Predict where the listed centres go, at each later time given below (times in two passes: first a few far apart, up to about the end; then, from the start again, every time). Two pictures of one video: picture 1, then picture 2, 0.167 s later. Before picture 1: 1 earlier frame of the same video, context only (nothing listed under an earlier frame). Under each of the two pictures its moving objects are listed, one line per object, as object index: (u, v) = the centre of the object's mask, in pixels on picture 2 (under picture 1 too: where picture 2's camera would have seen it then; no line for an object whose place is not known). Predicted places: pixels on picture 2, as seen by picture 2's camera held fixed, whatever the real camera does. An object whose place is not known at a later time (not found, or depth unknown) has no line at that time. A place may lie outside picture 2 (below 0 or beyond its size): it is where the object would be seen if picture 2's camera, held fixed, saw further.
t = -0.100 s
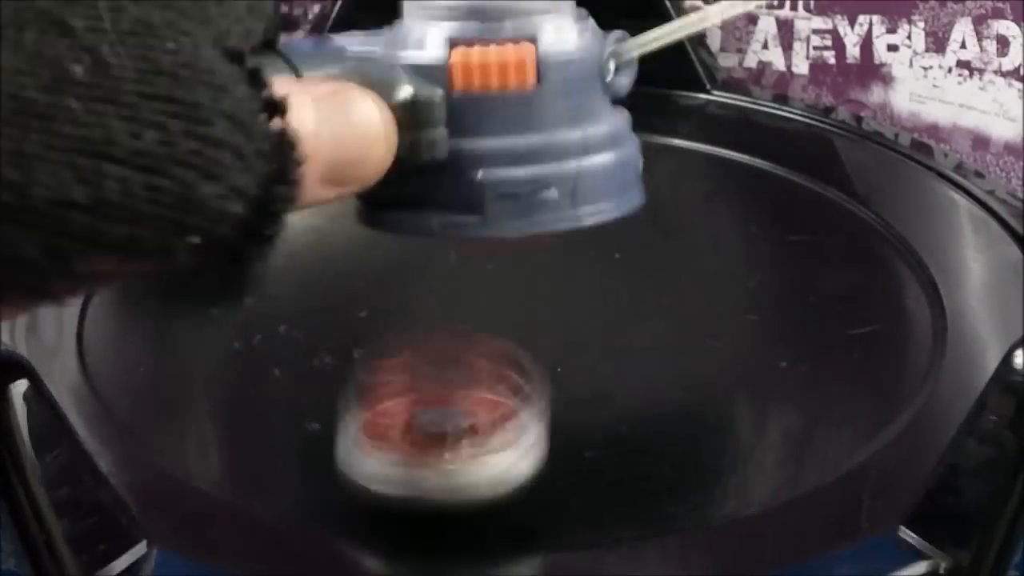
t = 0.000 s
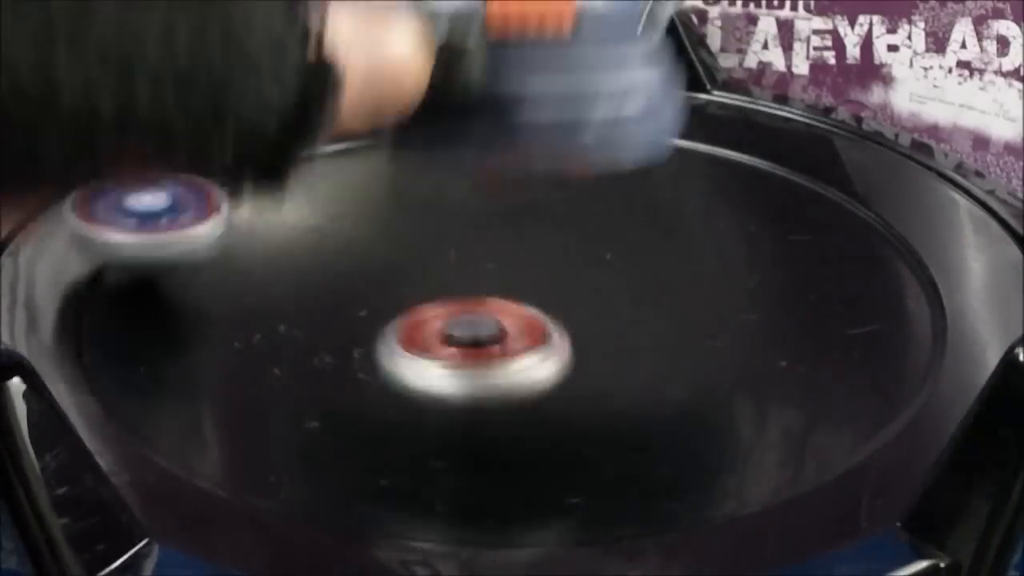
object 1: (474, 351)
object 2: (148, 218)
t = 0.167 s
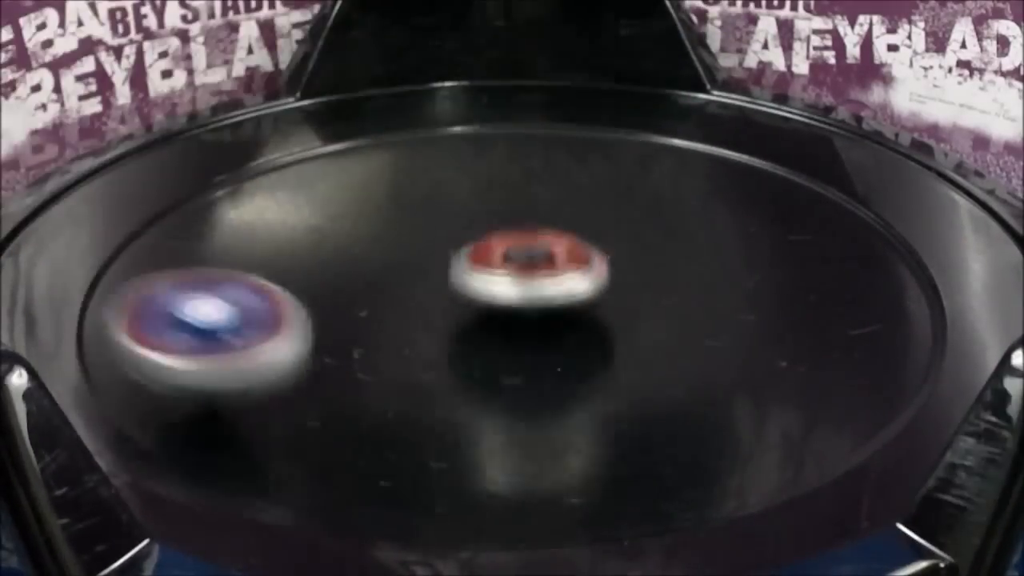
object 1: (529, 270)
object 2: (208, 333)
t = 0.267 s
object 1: (518, 211)
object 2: (377, 390)
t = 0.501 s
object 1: (369, 187)
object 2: (759, 295)
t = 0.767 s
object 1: (166, 374)
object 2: (598, 123)
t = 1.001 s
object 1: (788, 419)
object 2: (327, 126)
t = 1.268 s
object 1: (696, 112)
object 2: (241, 297)
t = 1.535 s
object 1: (206, 417)
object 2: (692, 353)
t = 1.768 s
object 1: (902, 208)
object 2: (753, 184)
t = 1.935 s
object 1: (586, 101)
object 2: (394, 72)
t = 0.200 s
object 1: (530, 248)
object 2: (254, 354)
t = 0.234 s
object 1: (526, 229)
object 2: (311, 375)
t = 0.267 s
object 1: (518, 211)
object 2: (377, 390)
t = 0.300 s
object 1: (505, 196)
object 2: (451, 399)
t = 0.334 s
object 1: (489, 184)
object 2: (525, 396)
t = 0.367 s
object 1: (470, 176)
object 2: (593, 387)
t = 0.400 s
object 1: (449, 173)
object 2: (654, 371)
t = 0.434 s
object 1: (425, 174)
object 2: (702, 349)
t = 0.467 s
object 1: (398, 178)
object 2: (737, 323)
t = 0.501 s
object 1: (369, 187)
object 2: (759, 295)
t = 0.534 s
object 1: (337, 200)
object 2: (769, 266)
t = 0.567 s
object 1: (297, 216)
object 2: (767, 239)
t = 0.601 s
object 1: (267, 235)
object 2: (755, 214)
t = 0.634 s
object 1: (234, 258)
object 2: (735, 191)
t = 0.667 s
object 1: (206, 281)
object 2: (706, 168)
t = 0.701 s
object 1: (184, 308)
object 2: (675, 150)
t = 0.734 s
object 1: (168, 340)
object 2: (638, 135)
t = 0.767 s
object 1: (166, 374)
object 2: (598, 123)
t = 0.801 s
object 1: (181, 408)
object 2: (557, 115)
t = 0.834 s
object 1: (239, 436)
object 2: (516, 110)
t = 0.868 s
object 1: (333, 461)
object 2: (476, 107)
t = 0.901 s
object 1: (449, 473)
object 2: (435, 109)
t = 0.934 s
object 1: (572, 470)
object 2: (397, 111)
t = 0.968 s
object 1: (689, 451)
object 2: (362, 117)
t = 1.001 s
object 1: (788, 419)
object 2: (327, 126)
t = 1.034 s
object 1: (866, 380)
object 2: (294, 140)
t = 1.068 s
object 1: (912, 338)
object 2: (267, 158)
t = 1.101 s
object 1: (936, 292)
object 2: (244, 174)
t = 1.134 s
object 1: (923, 250)
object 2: (226, 195)
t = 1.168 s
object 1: (892, 208)
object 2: (217, 218)
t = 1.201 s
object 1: (849, 167)
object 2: (216, 243)
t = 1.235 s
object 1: (786, 136)
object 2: (222, 271)
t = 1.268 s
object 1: (696, 112)
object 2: (241, 297)
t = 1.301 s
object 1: (600, 97)
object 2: (273, 324)
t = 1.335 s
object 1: (489, 94)
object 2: (317, 347)
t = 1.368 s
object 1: (373, 108)
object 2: (373, 366)
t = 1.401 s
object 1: (258, 135)
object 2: (438, 379)
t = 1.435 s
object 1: (162, 184)
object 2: (506, 384)
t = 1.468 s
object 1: (103, 254)
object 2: (575, 382)
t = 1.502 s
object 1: (113, 339)
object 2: (639, 370)
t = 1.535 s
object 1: (206, 417)
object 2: (692, 353)
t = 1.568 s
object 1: (373, 471)
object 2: (736, 332)
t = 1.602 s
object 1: (579, 482)
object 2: (767, 306)
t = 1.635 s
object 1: (750, 449)
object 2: (787, 280)
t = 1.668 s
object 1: (866, 392)
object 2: (794, 255)
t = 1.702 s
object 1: (923, 327)
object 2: (792, 231)
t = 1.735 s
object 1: (934, 263)
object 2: (780, 209)
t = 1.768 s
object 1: (902, 208)
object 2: (753, 184)
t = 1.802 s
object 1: (859, 174)
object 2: (687, 157)
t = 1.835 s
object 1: (801, 146)
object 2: (620, 130)
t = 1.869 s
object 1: (721, 121)
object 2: (559, 108)
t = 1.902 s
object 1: (641, 103)
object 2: (491, 91)
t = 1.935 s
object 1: (586, 101)
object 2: (394, 72)
